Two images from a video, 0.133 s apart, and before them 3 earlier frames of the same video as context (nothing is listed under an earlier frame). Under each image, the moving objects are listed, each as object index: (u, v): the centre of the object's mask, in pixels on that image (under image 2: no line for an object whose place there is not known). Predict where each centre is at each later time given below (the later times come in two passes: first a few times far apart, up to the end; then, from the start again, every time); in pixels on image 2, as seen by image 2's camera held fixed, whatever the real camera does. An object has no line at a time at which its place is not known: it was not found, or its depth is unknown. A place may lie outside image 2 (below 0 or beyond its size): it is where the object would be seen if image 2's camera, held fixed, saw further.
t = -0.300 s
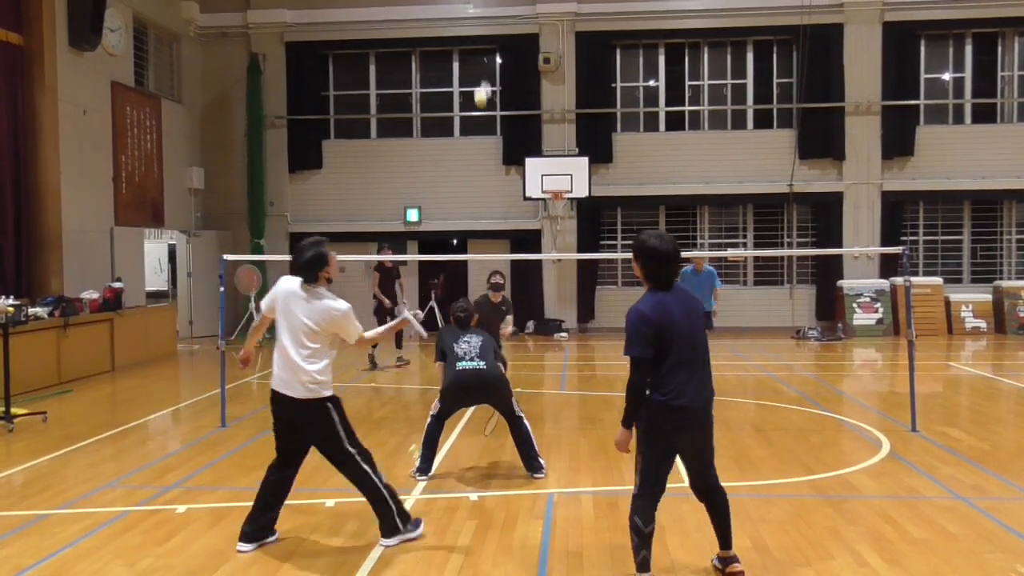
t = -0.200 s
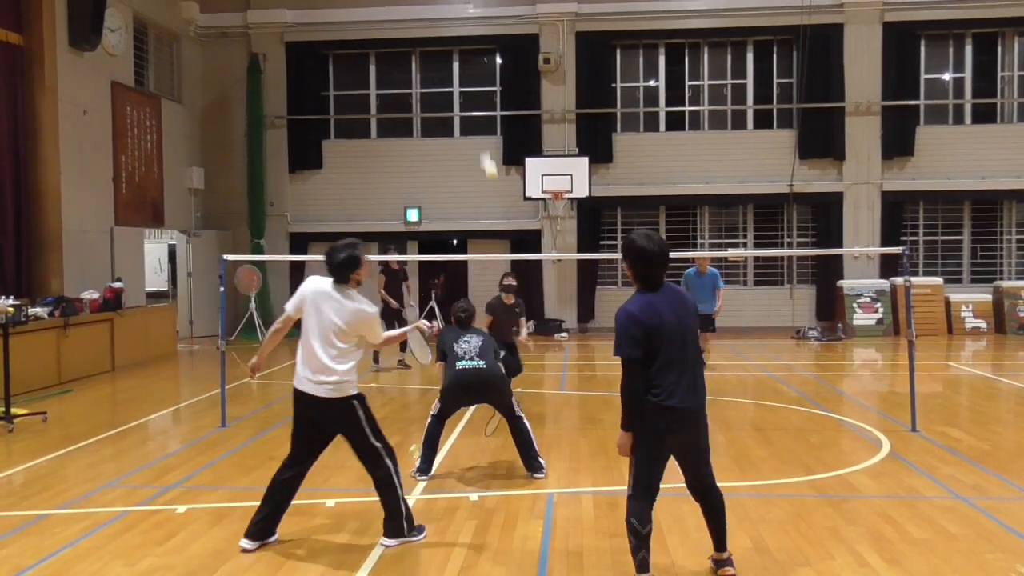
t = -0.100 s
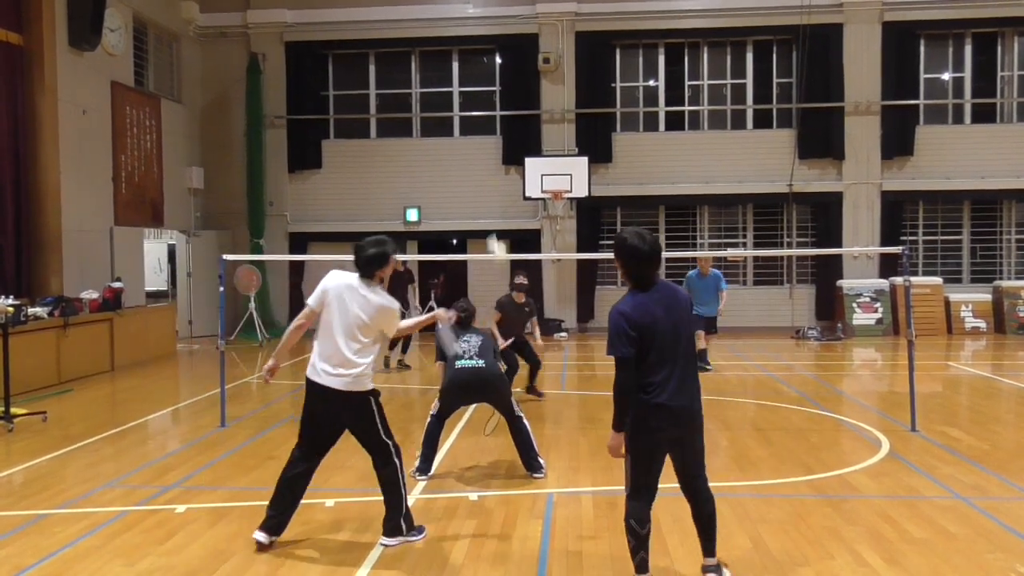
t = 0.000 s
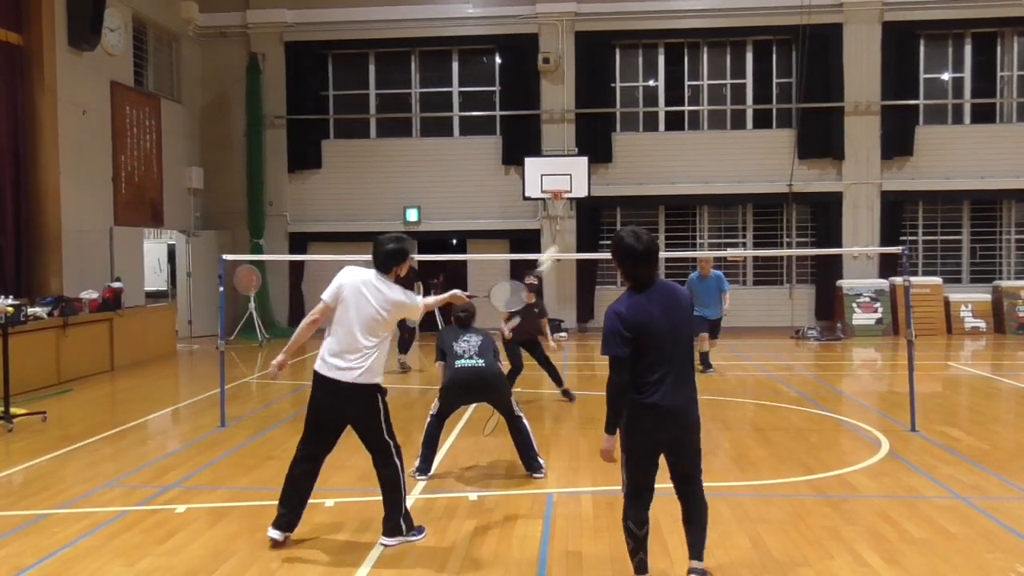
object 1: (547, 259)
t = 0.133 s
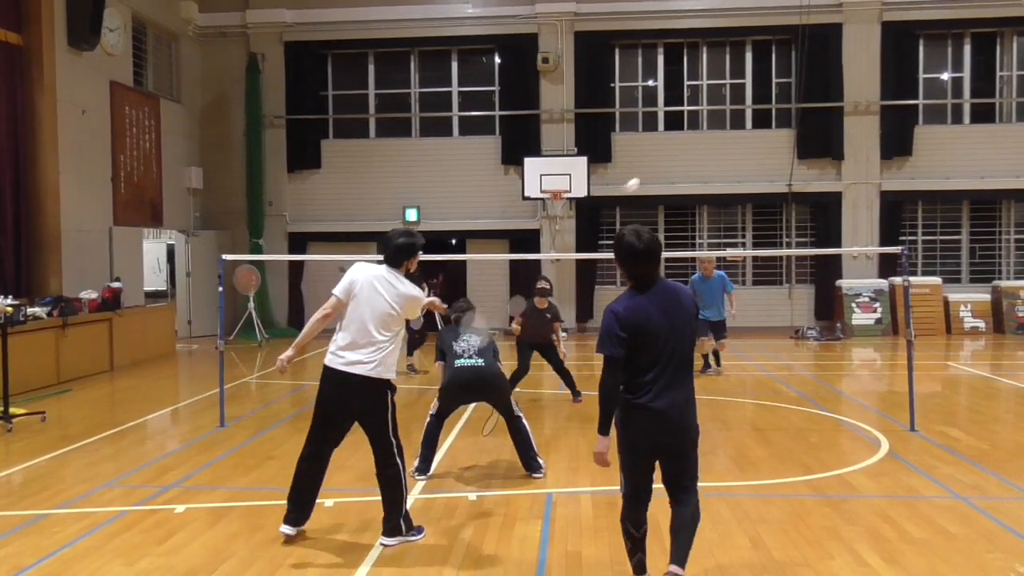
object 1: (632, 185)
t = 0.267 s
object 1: (679, 162)
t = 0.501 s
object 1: (727, 178)
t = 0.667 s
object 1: (751, 216)
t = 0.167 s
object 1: (648, 176)
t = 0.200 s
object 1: (660, 169)
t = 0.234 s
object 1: (670, 165)
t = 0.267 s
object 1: (679, 162)
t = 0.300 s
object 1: (687, 162)
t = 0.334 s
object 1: (695, 162)
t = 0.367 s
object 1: (702, 163)
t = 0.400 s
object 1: (708, 165)
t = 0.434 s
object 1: (715, 168)
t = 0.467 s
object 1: (721, 173)
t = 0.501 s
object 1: (727, 178)
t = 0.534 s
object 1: (733, 185)
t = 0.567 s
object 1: (738, 193)
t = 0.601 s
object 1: (743, 200)
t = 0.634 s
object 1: (747, 208)
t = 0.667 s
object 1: (751, 216)
